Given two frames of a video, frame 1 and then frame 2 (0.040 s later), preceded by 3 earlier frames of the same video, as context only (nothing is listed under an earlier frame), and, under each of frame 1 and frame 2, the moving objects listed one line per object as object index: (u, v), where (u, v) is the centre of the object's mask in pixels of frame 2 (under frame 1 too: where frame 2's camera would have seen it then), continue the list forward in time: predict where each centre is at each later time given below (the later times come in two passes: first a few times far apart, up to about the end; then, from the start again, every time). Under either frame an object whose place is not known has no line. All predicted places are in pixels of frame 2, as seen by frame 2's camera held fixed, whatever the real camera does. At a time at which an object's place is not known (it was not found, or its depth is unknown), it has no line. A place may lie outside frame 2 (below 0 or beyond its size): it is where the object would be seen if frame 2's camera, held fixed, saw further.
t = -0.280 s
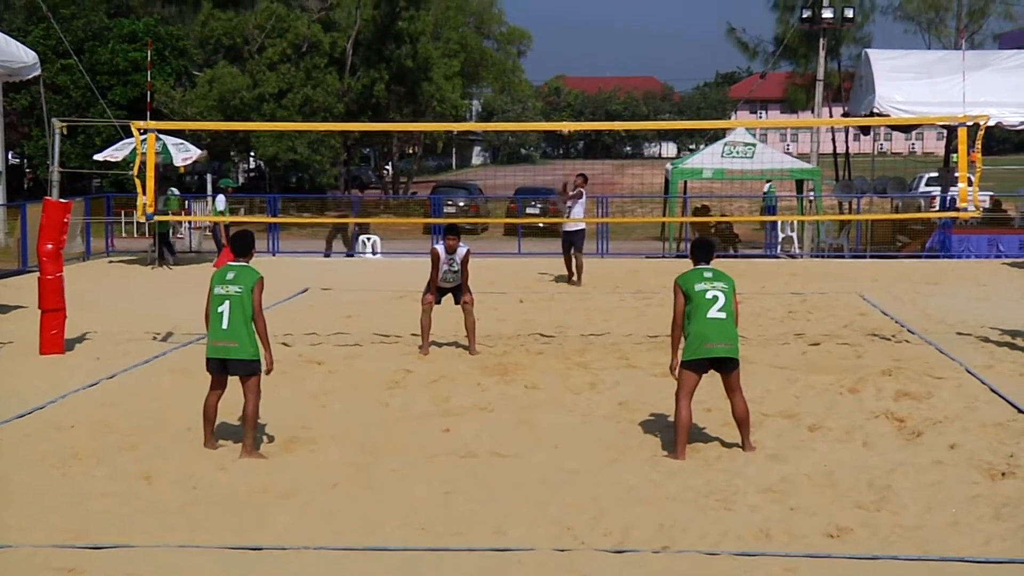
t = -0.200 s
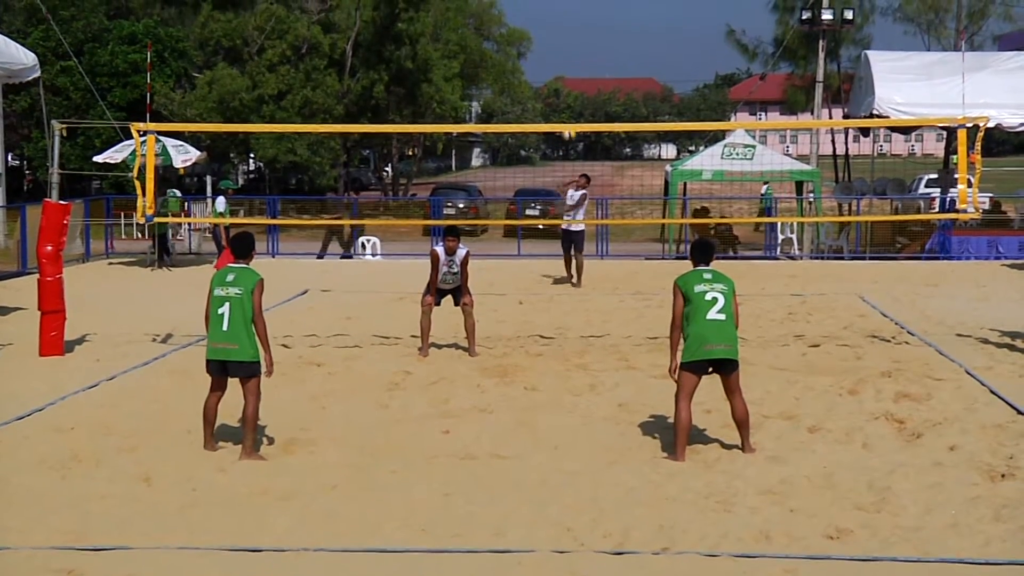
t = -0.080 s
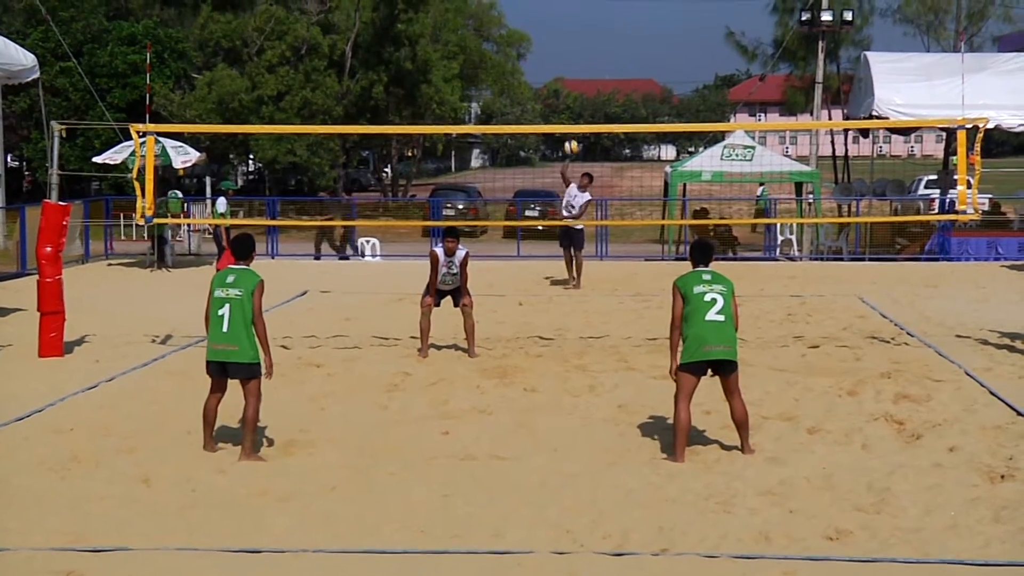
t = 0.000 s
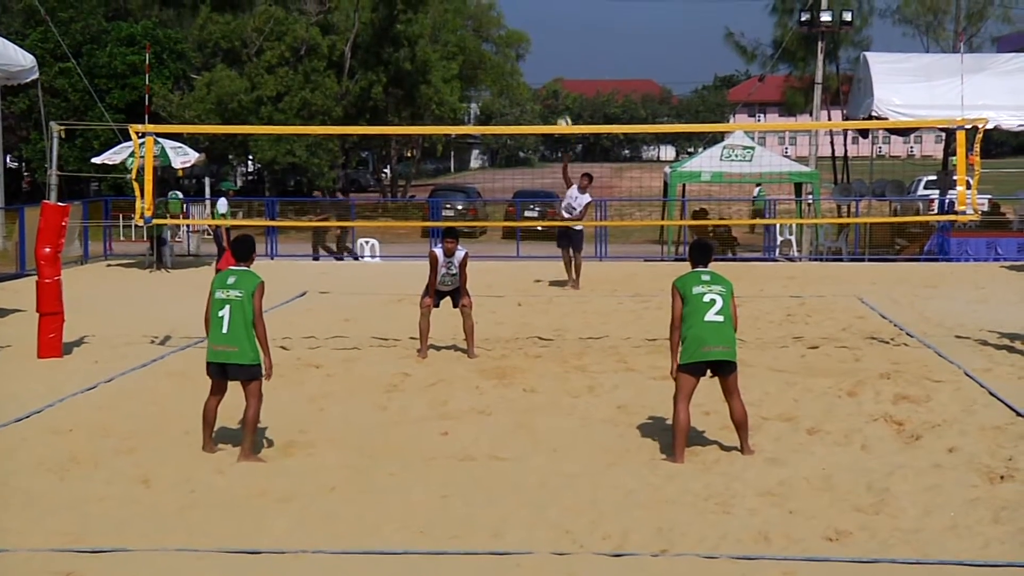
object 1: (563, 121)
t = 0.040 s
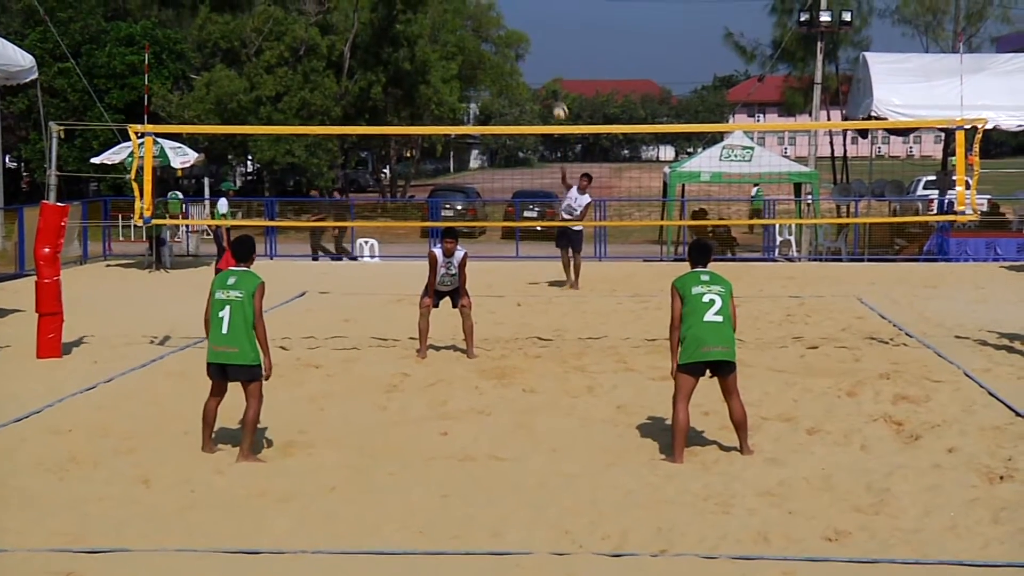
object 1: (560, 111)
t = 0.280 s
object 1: (533, 47)
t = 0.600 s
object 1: (482, 15)
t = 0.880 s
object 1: (414, 62)
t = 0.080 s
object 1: (556, 99)
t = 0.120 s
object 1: (552, 87)
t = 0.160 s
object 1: (547, 76)
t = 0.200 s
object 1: (543, 64)
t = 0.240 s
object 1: (538, 56)
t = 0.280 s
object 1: (533, 47)
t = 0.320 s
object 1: (527, 39)
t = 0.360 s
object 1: (522, 32)
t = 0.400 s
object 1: (516, 27)
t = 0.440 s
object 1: (510, 23)
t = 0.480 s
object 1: (504, 19)
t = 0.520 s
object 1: (497, 17)
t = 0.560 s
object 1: (489, 15)
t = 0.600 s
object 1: (482, 15)
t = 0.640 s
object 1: (473, 15)
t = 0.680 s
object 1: (466, 20)
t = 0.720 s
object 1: (457, 25)
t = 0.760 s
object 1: (447, 31)
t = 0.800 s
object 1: (437, 40)
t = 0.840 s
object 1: (426, 49)
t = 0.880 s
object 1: (414, 62)
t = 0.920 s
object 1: (401, 78)
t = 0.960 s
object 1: (389, 95)
